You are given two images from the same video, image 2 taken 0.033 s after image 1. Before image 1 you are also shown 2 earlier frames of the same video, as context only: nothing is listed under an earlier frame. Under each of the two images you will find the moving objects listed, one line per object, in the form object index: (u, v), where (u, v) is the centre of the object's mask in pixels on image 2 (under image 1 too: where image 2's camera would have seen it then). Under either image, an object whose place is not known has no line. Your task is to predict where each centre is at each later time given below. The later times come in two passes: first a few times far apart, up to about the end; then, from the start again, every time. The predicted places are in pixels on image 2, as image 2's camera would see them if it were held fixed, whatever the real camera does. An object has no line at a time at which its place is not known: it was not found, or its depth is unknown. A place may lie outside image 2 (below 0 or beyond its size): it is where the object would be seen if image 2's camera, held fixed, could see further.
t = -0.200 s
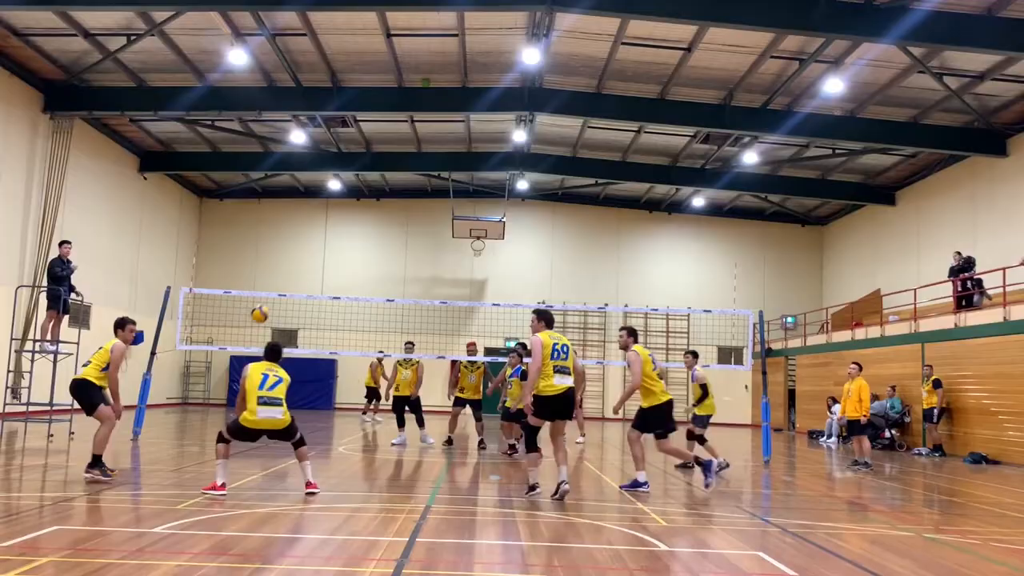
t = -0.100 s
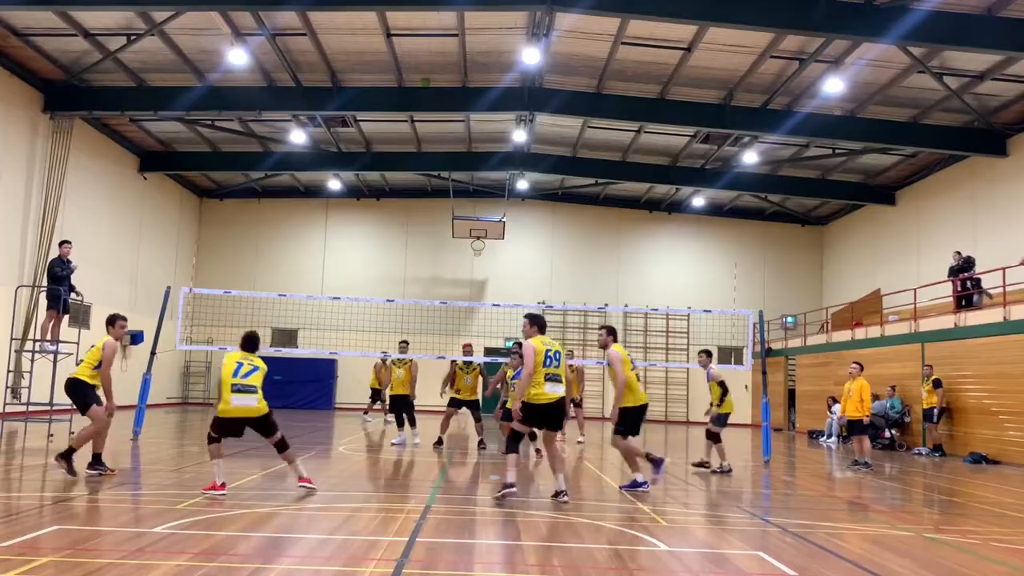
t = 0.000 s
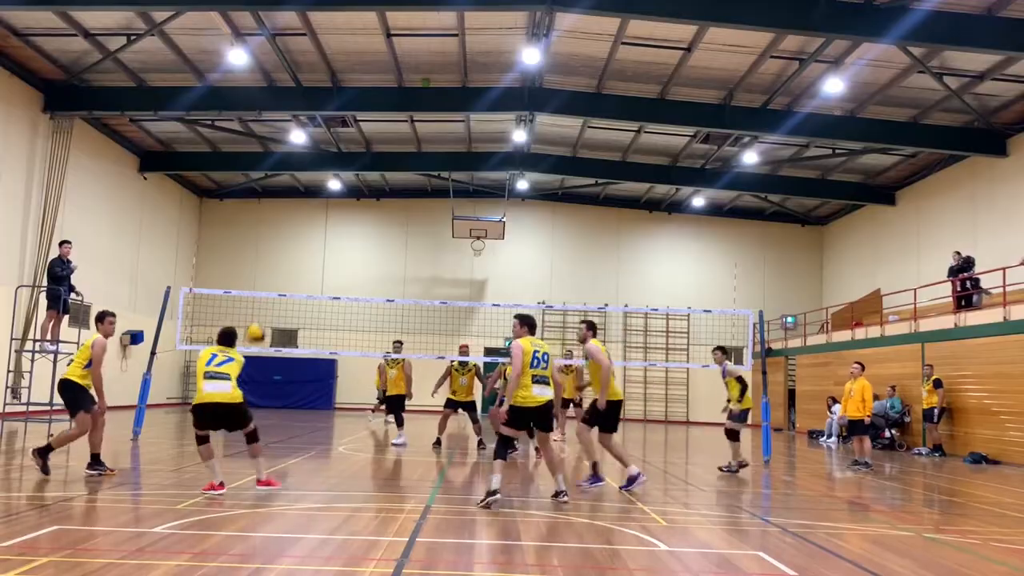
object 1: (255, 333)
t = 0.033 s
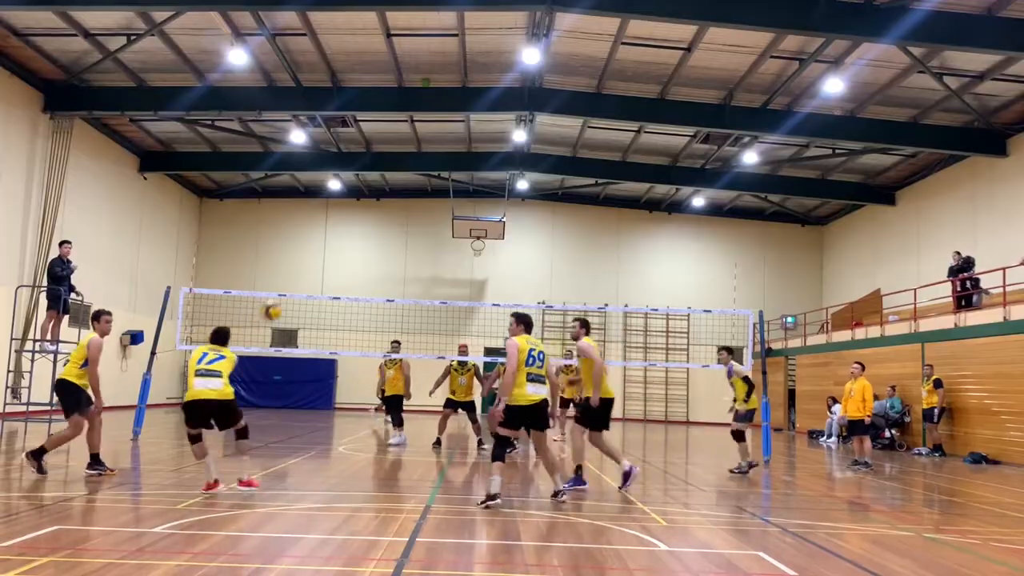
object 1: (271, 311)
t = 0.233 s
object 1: (350, 205)
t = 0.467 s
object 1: (427, 142)
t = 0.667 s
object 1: (484, 124)
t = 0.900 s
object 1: (543, 143)
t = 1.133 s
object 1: (594, 197)
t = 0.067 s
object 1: (284, 289)
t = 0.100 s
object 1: (299, 270)
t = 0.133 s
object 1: (312, 251)
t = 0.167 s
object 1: (325, 236)
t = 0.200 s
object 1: (338, 219)
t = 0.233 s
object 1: (350, 205)
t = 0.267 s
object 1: (362, 193)
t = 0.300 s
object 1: (373, 183)
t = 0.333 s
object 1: (385, 171)
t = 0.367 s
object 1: (396, 162)
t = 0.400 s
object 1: (406, 155)
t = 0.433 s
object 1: (417, 148)
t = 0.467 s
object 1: (427, 142)
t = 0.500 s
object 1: (437, 136)
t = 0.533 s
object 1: (447, 132)
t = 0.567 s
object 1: (457, 129)
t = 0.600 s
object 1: (465, 127)
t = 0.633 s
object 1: (475, 125)
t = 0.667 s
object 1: (484, 124)
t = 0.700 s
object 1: (493, 125)
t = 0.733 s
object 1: (501, 125)
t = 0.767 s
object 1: (509, 127)
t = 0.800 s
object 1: (518, 132)
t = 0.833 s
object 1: (530, 134)
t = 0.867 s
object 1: (535, 136)
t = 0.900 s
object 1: (543, 143)
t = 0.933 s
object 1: (551, 149)
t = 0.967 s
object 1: (558, 156)
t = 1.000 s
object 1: (566, 163)
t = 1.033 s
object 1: (573, 170)
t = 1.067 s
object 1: (580, 178)
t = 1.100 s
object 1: (588, 188)
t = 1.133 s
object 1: (594, 197)
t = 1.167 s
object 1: (601, 206)
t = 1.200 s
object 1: (608, 218)
